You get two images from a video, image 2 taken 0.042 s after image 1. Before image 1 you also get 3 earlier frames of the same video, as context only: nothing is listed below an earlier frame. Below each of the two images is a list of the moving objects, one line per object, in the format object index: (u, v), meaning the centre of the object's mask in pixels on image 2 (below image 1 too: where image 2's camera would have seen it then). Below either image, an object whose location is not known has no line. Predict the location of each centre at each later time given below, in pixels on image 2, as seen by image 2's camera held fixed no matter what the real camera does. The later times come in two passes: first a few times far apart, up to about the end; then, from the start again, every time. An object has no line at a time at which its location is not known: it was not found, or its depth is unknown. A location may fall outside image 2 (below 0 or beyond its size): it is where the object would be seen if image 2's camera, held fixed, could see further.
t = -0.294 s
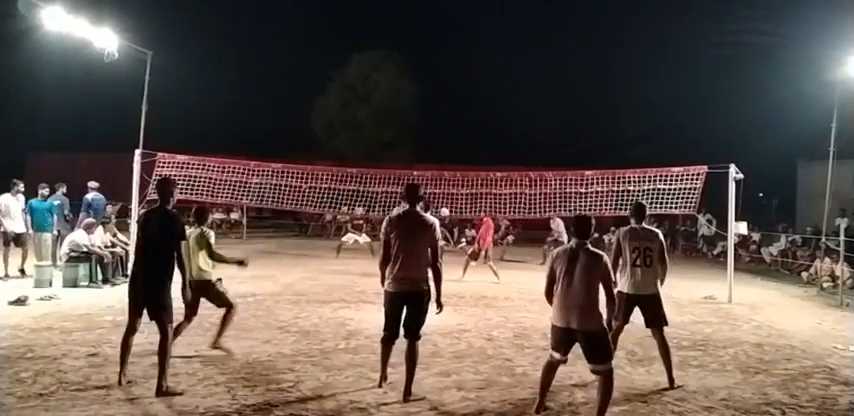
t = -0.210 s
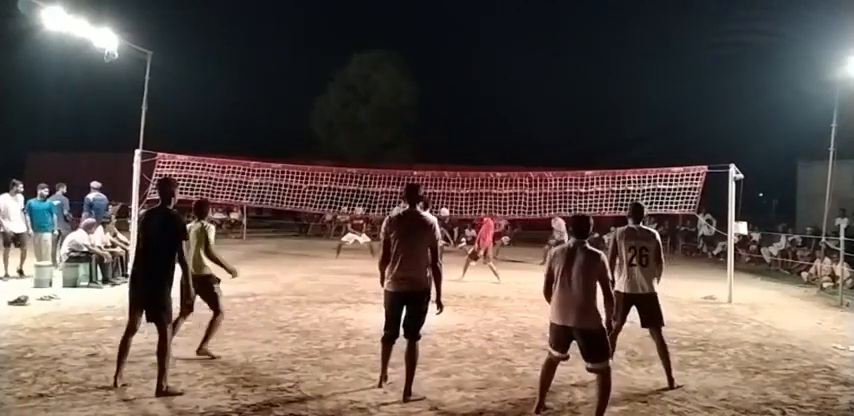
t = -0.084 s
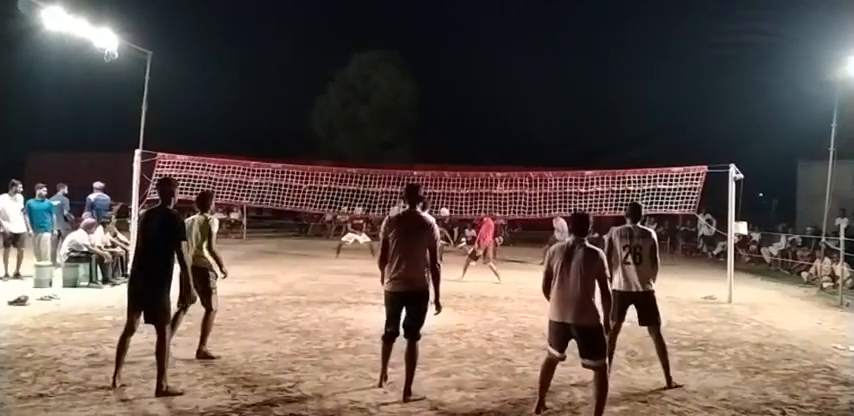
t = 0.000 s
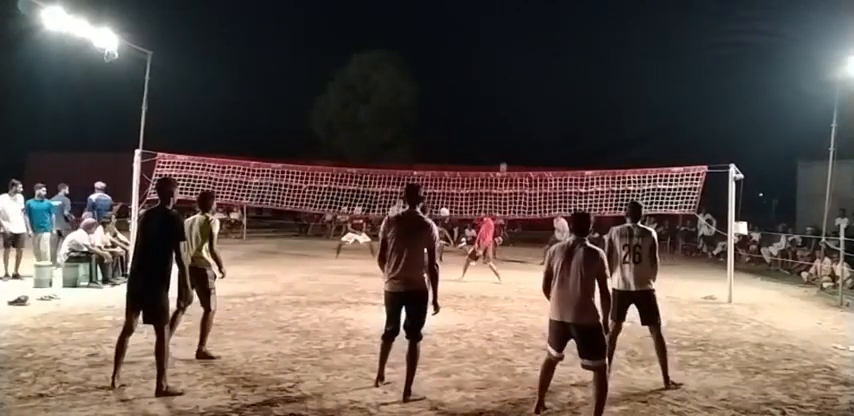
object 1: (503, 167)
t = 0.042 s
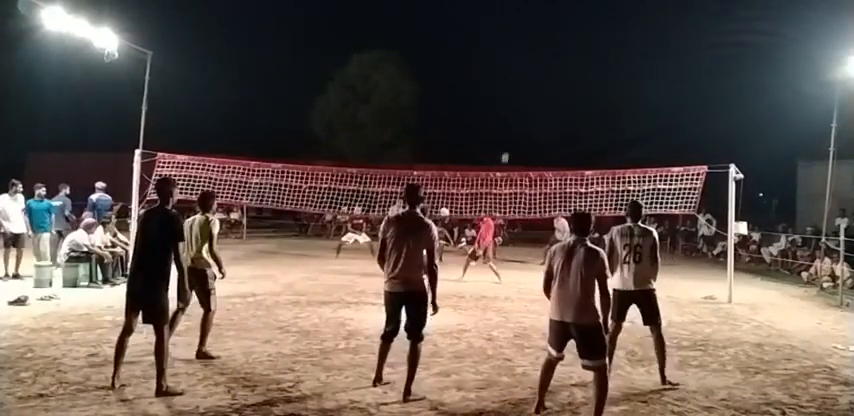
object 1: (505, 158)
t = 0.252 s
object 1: (517, 114)
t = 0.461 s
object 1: (533, 82)
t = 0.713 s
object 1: (558, 64)
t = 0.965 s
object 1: (593, 79)
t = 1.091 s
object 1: (615, 103)
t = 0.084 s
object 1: (507, 148)
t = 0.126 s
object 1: (509, 139)
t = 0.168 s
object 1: (512, 130)
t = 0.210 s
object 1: (514, 122)
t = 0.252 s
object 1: (517, 114)
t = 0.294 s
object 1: (520, 107)
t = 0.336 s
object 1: (523, 99)
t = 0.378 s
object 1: (526, 93)
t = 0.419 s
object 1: (529, 87)
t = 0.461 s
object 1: (533, 82)
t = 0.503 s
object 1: (537, 77)
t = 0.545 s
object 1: (540, 73)
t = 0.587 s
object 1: (544, 70)
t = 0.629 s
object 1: (548, 67)
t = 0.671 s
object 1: (553, 65)
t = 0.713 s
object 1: (558, 64)
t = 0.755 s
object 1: (563, 64)
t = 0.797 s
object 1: (568, 64)
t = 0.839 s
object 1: (574, 66)
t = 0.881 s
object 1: (580, 69)
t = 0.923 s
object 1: (586, 74)
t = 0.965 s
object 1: (593, 79)
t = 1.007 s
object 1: (600, 86)
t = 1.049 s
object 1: (607, 94)
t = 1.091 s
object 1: (615, 103)
